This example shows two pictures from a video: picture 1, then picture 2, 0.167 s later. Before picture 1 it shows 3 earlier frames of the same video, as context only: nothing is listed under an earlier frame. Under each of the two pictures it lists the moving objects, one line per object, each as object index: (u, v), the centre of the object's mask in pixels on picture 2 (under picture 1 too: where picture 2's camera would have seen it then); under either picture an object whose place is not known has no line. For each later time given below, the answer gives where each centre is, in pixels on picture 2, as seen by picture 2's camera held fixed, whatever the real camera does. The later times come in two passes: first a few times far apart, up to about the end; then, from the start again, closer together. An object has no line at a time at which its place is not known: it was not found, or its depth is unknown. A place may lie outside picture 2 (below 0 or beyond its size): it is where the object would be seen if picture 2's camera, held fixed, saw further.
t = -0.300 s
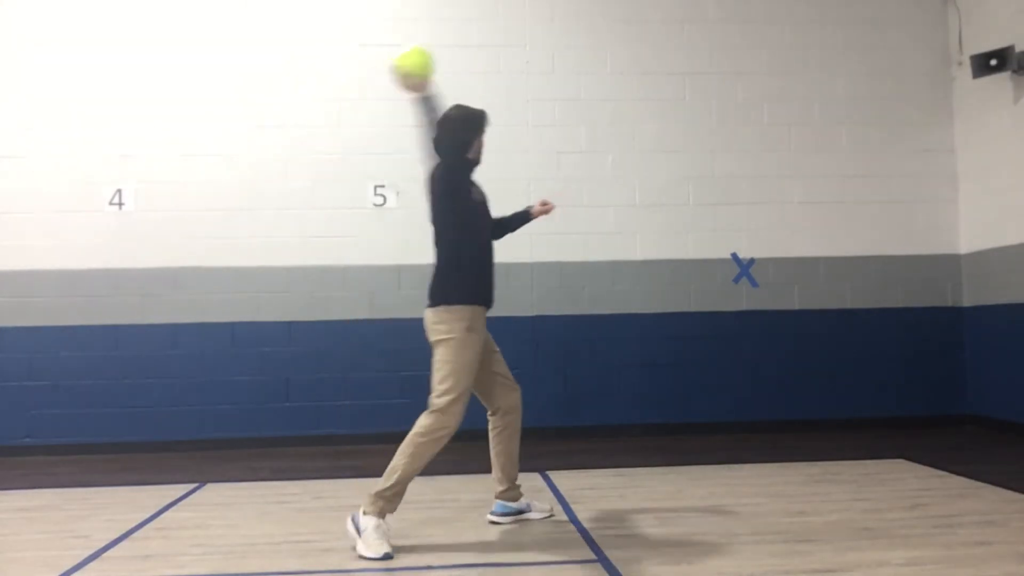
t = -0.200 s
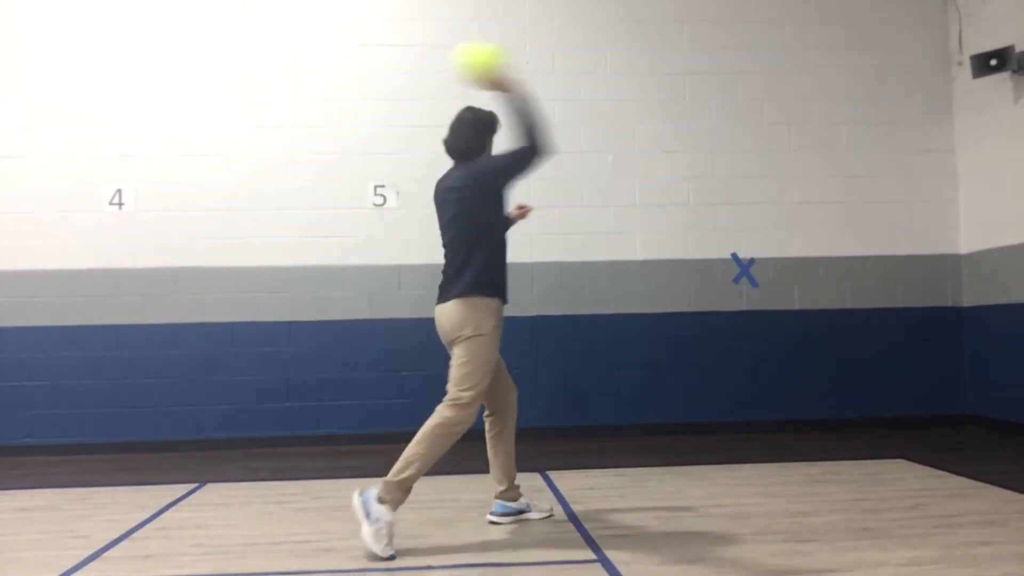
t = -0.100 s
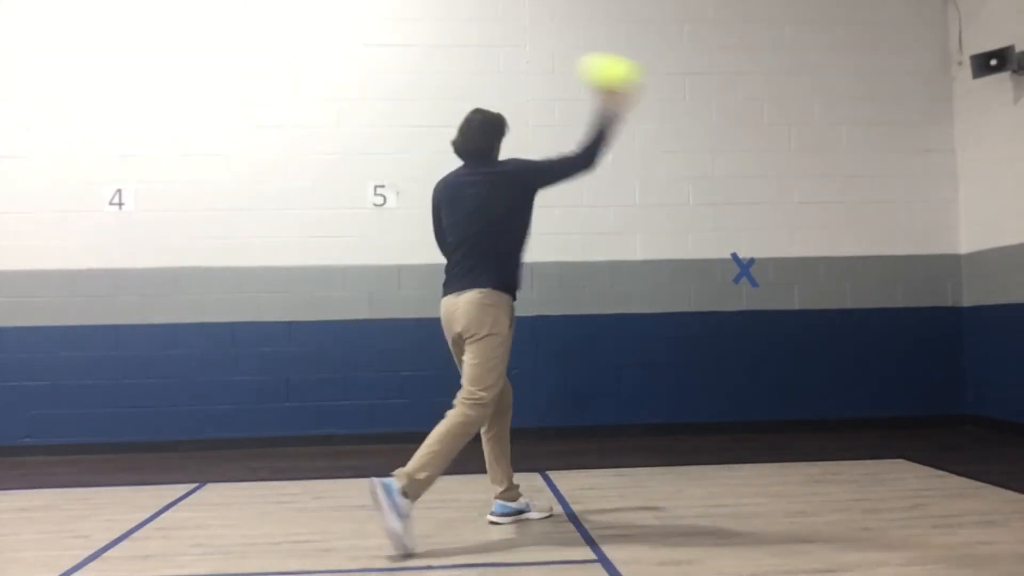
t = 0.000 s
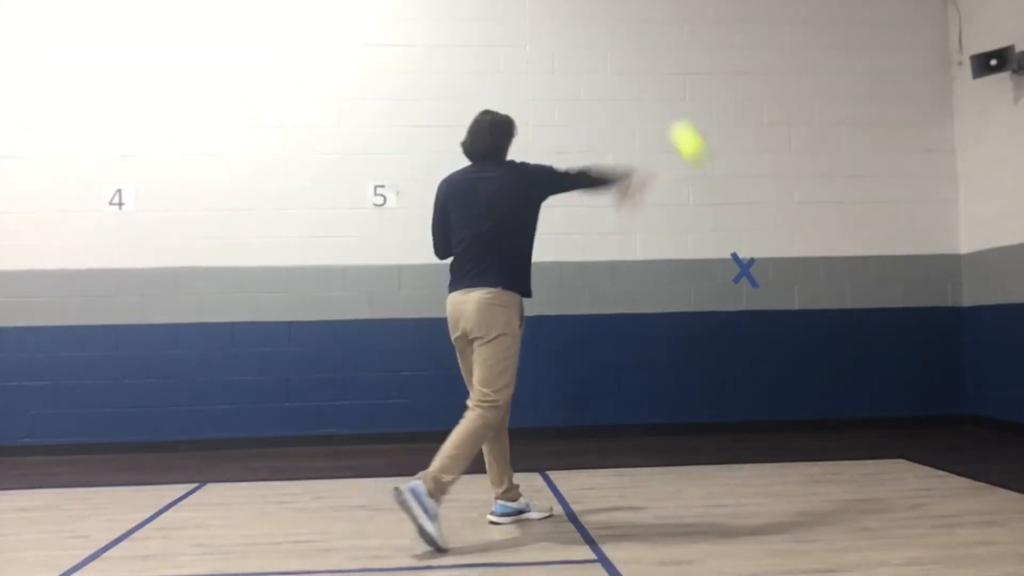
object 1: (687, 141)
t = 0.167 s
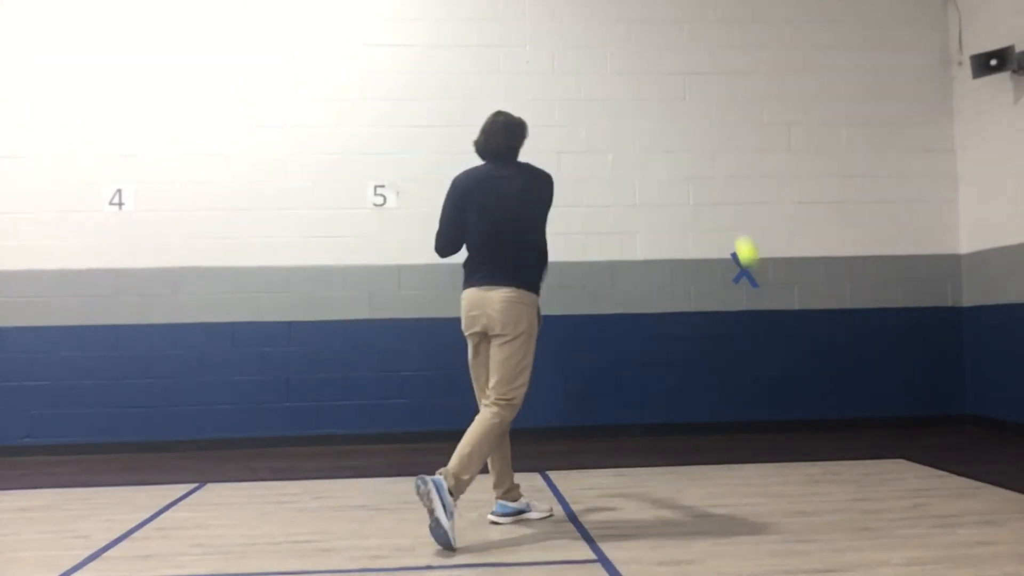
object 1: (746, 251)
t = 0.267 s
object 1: (785, 292)
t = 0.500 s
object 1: (941, 424)
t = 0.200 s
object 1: (753, 270)
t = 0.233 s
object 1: (767, 282)
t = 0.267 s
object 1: (785, 292)
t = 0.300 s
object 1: (805, 304)
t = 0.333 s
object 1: (824, 317)
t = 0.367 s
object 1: (845, 334)
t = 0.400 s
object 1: (868, 353)
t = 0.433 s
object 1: (891, 374)
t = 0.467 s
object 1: (916, 398)
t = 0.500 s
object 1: (941, 424)
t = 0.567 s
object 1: (987, 444)
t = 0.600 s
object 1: (1005, 429)
